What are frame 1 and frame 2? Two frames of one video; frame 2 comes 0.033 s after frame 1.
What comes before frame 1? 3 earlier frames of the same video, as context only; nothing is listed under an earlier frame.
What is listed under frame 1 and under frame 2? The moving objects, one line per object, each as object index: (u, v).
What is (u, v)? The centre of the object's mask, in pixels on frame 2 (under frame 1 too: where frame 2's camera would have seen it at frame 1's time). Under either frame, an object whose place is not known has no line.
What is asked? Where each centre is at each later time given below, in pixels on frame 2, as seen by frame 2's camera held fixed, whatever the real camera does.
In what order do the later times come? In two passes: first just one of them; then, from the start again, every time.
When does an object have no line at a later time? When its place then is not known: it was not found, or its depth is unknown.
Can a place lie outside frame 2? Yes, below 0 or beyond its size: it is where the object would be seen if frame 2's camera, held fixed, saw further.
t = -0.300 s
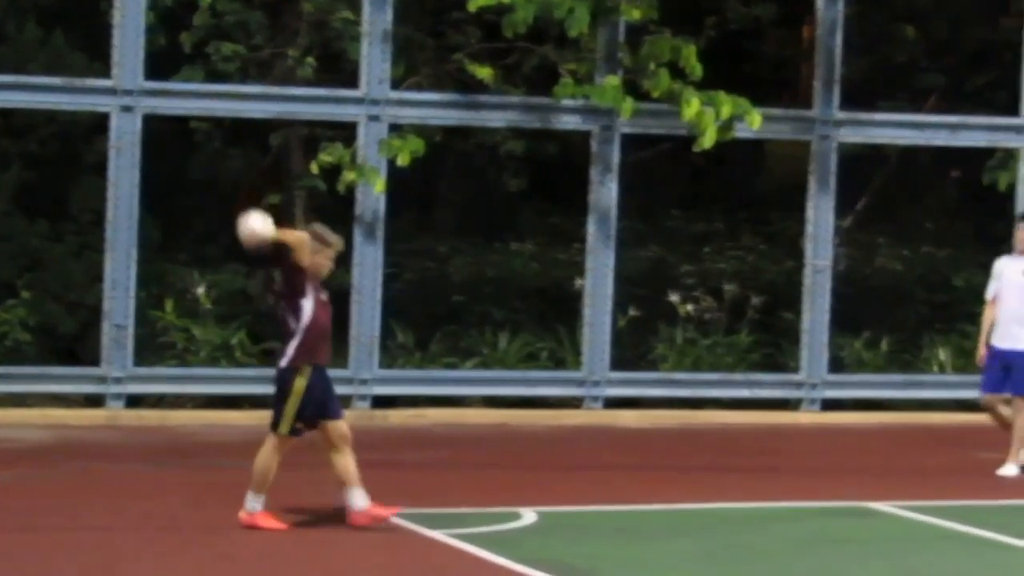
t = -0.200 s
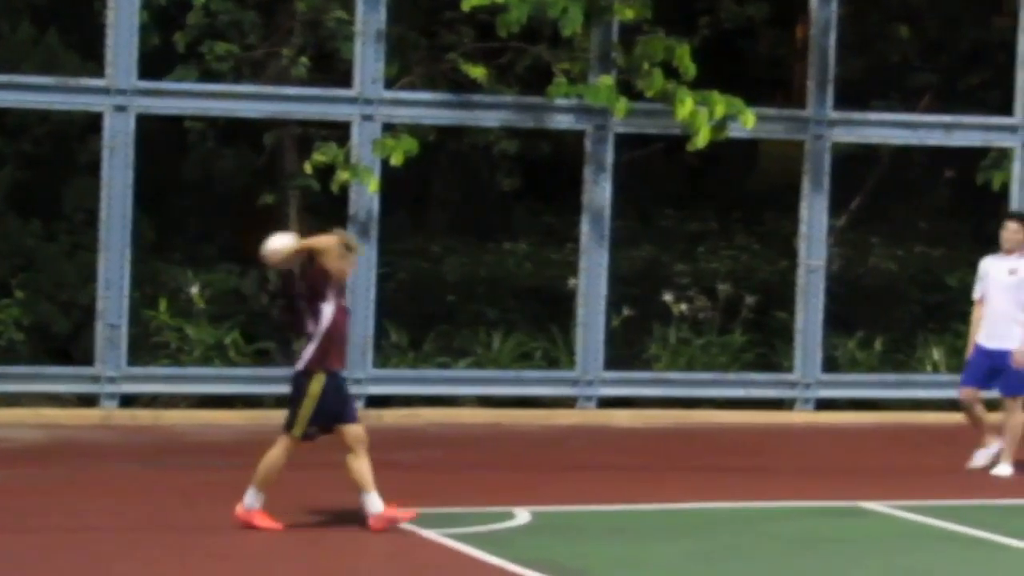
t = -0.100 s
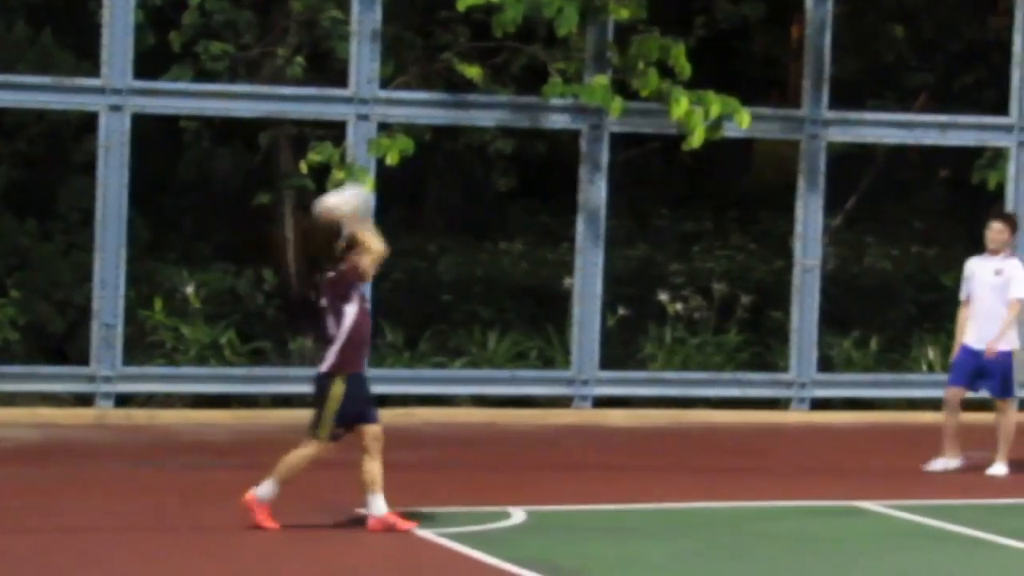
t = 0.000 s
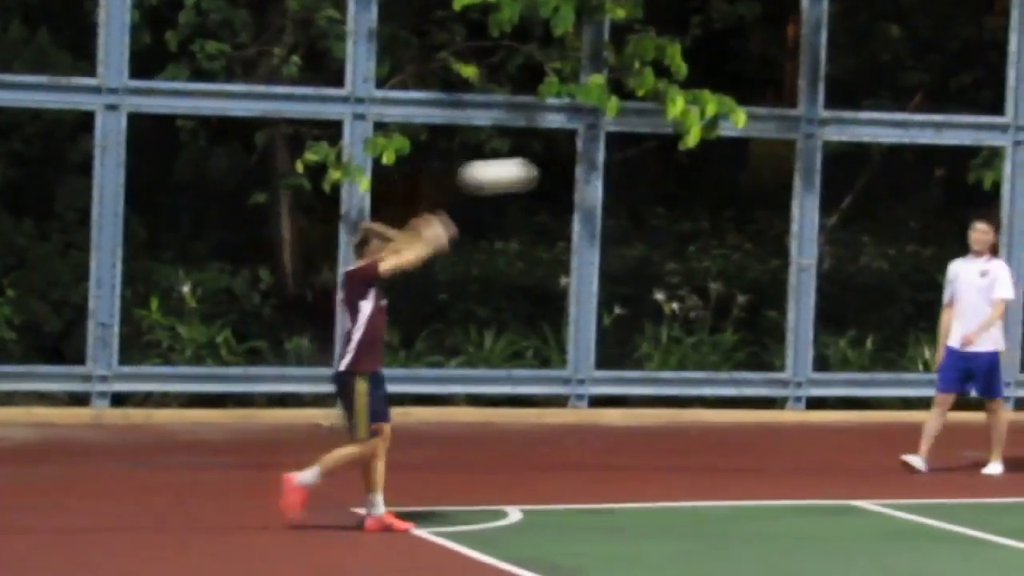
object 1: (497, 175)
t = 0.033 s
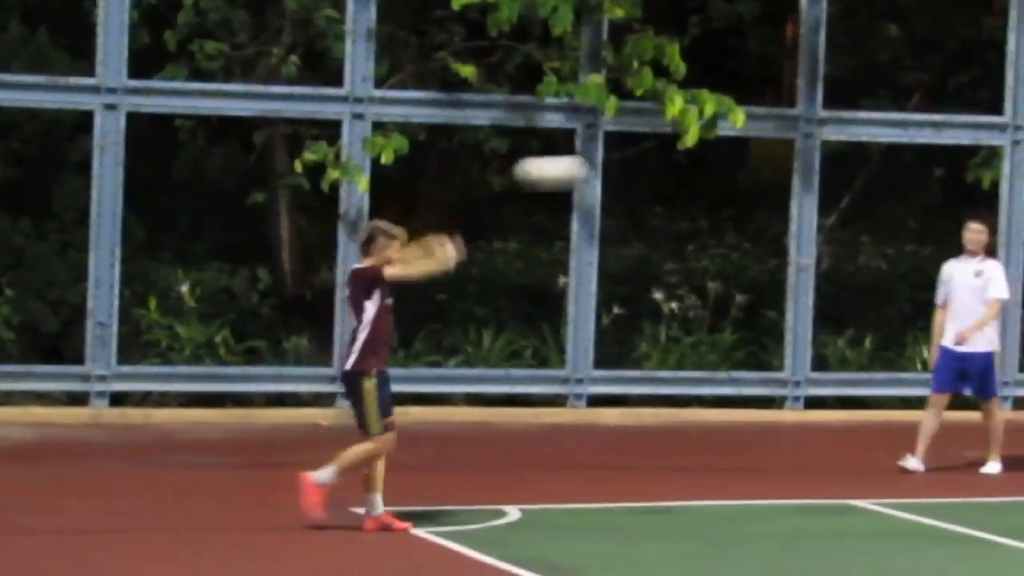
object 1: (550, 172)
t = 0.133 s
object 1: (713, 175)
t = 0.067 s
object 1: (610, 171)
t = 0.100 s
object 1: (663, 173)
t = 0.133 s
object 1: (713, 175)
